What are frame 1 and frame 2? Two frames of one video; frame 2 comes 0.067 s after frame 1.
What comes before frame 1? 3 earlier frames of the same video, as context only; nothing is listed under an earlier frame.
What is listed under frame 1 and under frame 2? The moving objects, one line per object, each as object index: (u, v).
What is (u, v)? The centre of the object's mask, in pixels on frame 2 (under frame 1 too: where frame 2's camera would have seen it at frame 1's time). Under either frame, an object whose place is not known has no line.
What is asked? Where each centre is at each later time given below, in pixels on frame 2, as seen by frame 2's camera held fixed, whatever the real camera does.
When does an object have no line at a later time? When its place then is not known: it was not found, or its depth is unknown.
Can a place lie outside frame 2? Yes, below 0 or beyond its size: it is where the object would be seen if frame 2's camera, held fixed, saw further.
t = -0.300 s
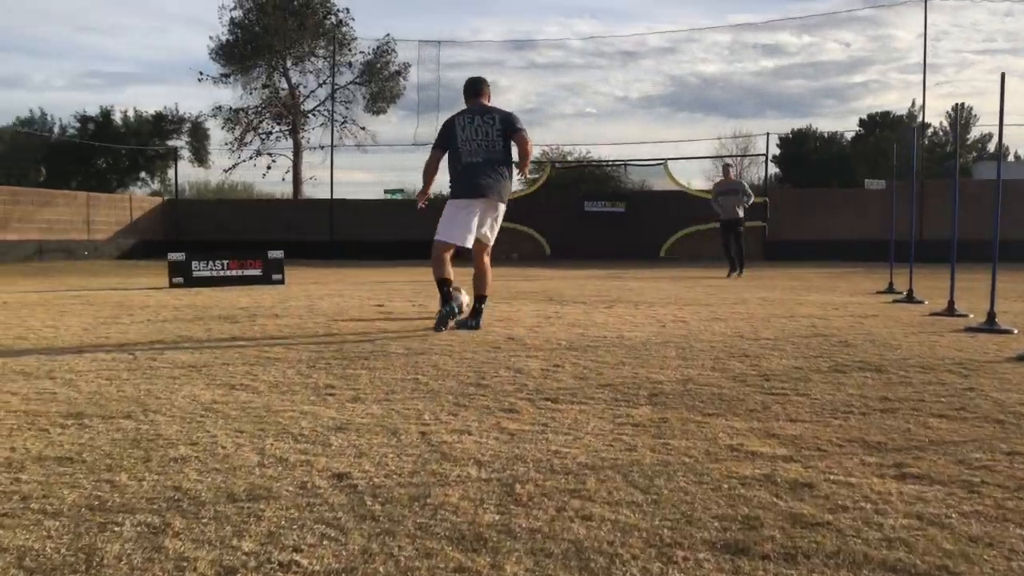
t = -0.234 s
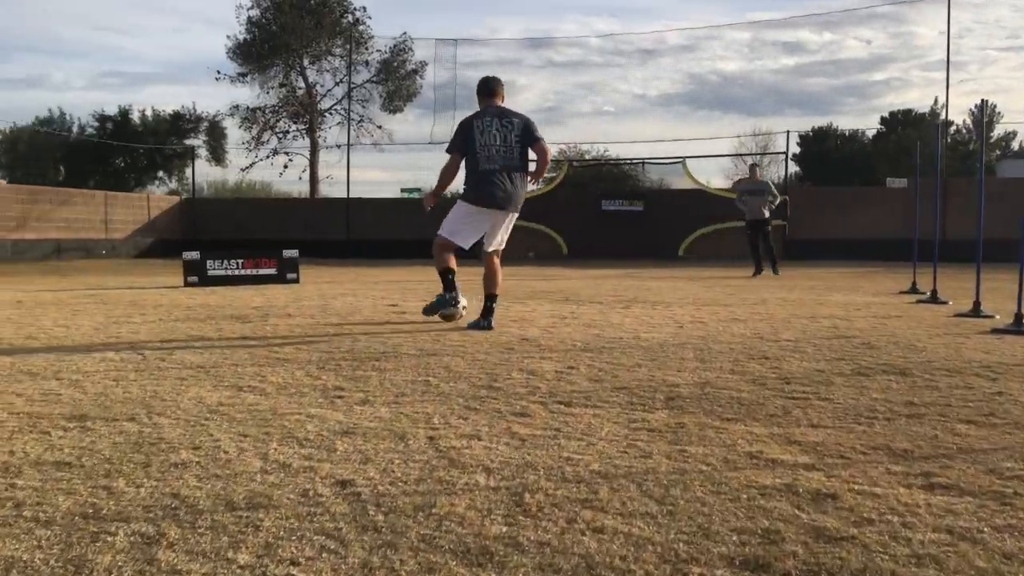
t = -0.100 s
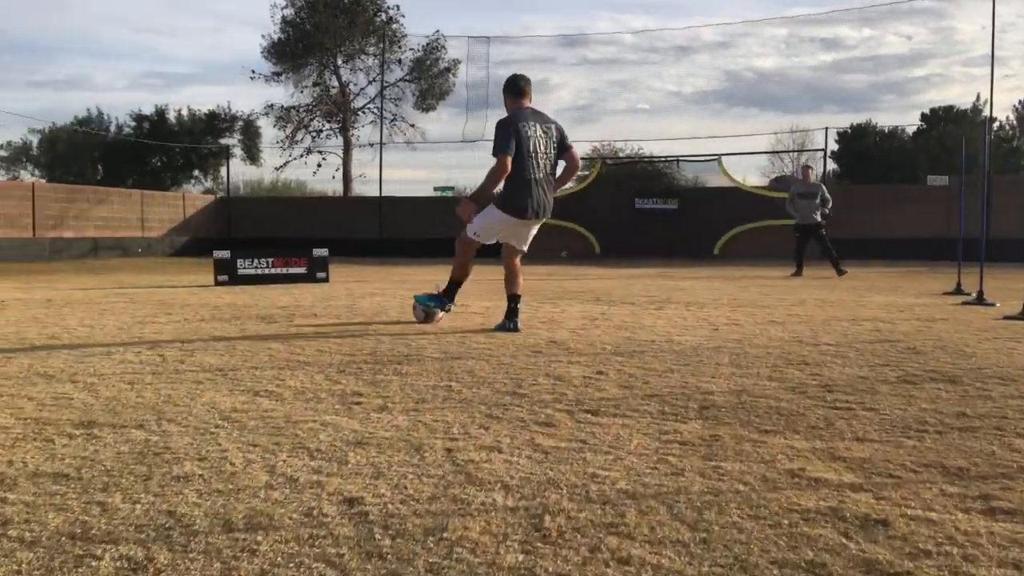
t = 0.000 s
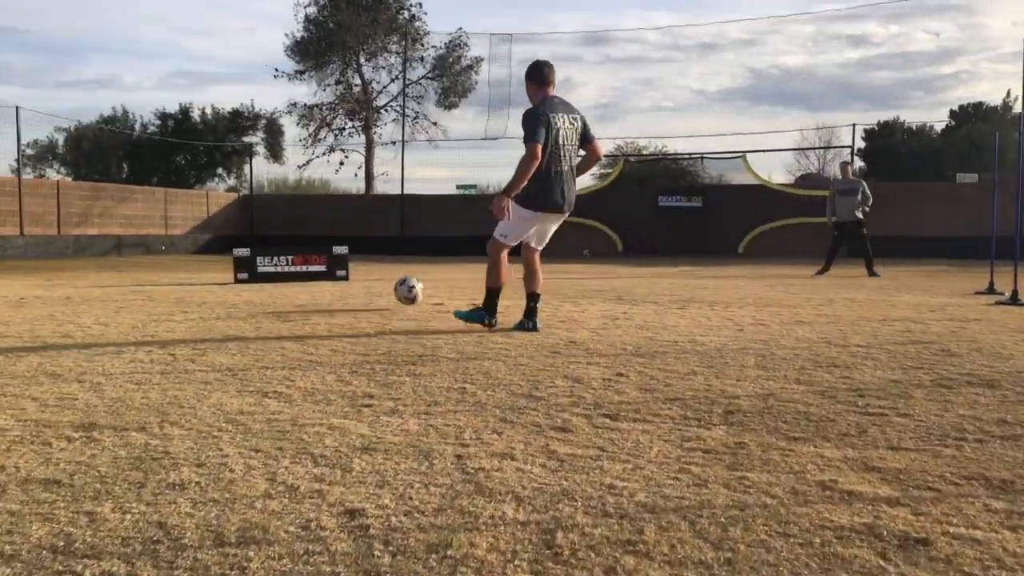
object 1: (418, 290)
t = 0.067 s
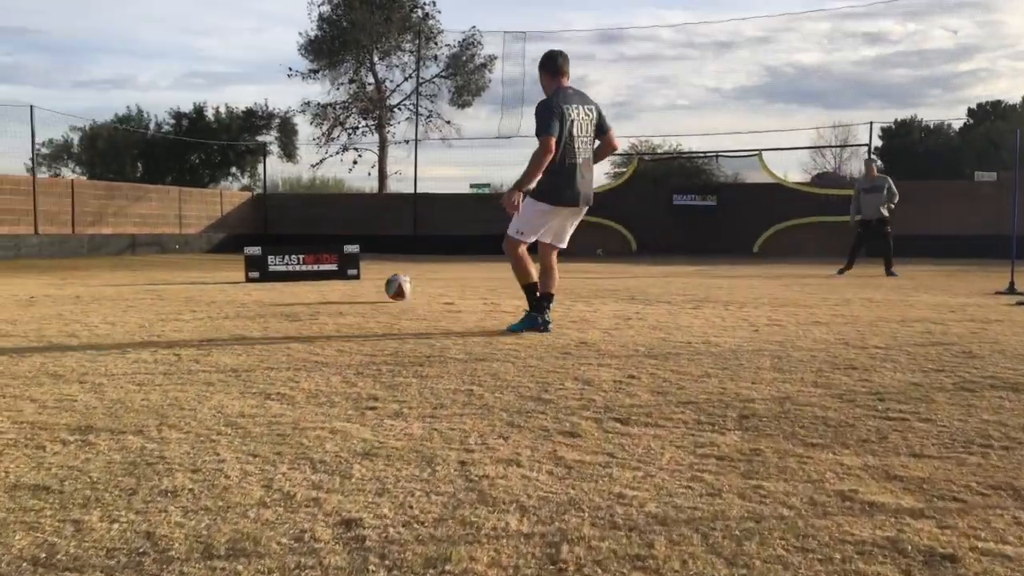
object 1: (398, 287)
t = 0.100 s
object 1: (389, 288)
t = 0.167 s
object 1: (375, 282)
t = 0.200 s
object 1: (368, 280)
